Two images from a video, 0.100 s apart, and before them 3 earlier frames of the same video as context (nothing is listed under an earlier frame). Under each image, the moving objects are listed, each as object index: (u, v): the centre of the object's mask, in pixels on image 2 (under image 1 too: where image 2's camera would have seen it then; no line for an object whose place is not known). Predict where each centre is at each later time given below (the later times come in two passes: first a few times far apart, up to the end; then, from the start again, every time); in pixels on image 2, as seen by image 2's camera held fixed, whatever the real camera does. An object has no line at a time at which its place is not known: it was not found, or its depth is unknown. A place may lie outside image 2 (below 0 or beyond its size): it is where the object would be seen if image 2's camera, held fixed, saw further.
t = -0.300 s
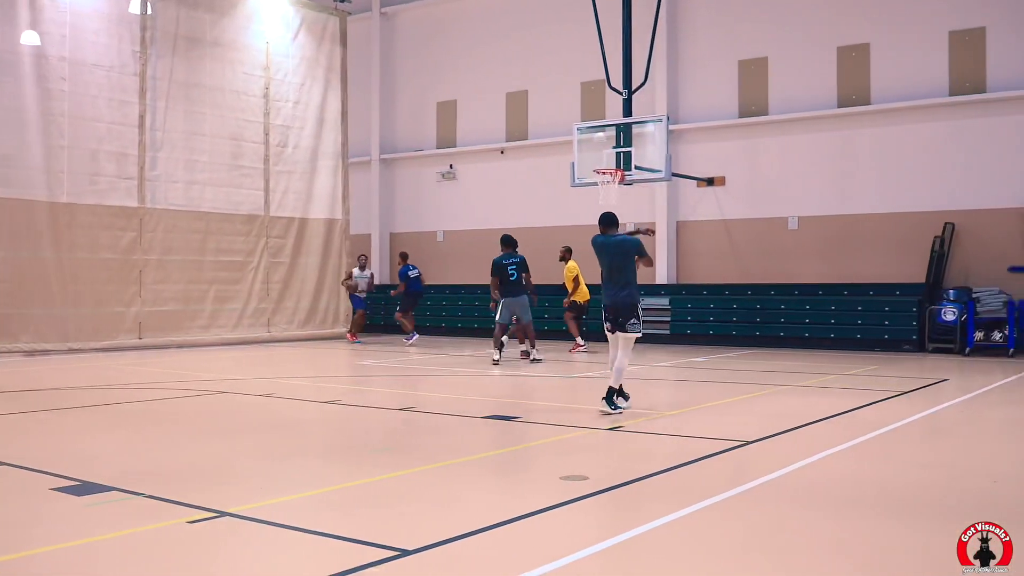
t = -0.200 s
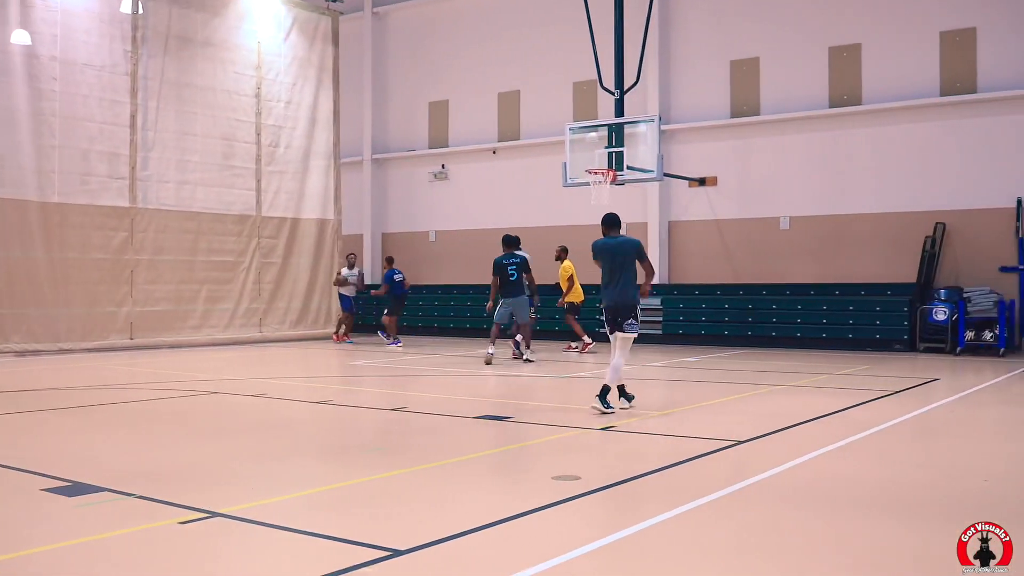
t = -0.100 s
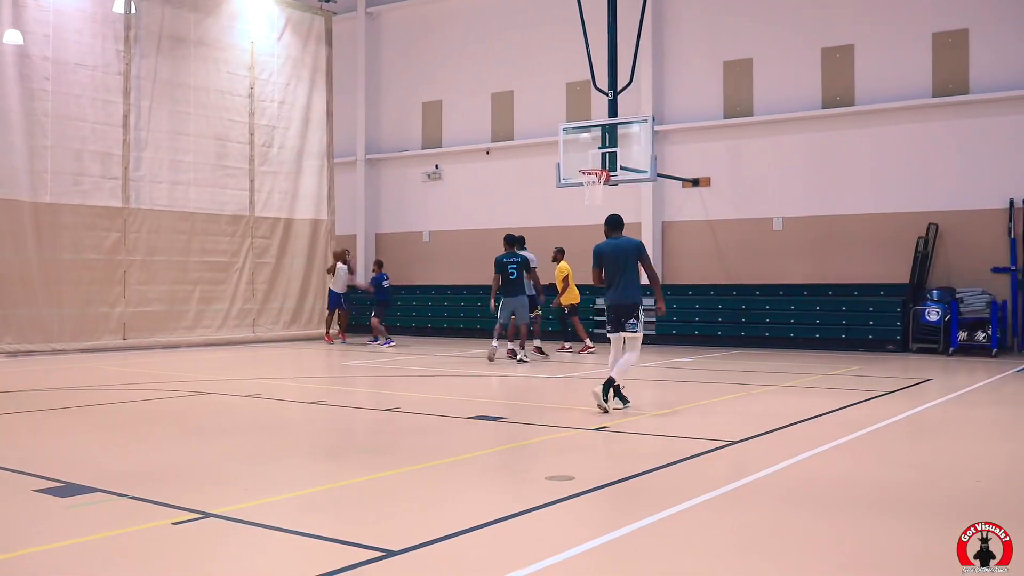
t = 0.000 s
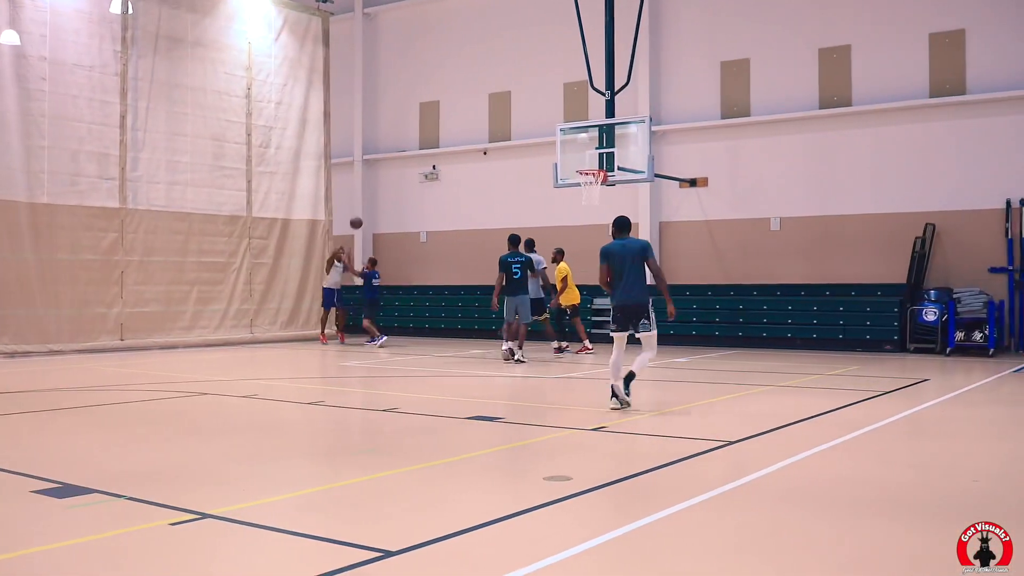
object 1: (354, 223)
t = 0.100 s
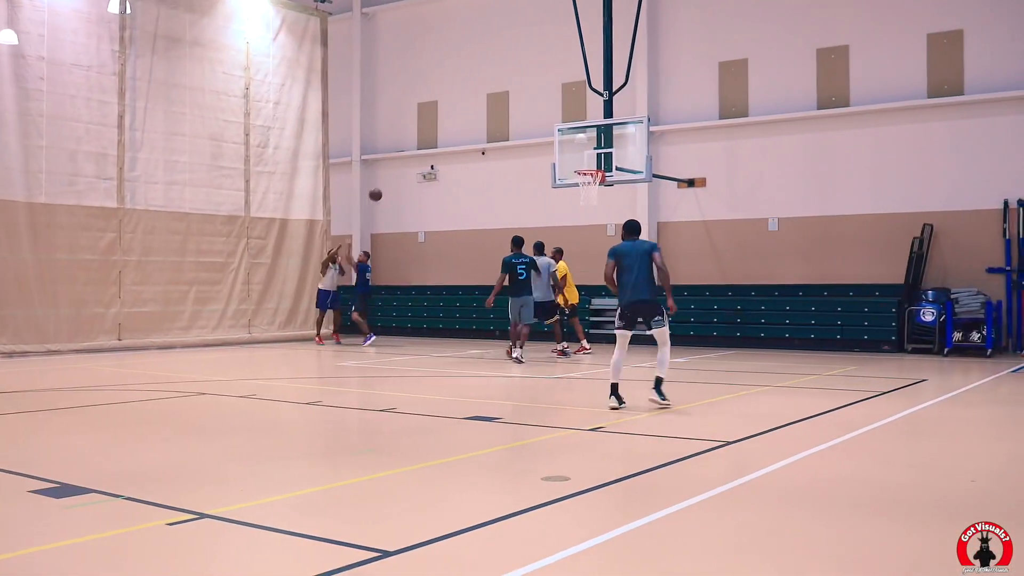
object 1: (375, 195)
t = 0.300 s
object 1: (423, 147)
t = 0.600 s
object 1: (510, 107)
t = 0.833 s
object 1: (596, 112)
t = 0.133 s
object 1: (383, 186)
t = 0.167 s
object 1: (391, 177)
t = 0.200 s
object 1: (398, 169)
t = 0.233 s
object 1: (406, 161)
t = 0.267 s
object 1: (415, 154)
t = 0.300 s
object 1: (423, 147)
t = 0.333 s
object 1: (432, 141)
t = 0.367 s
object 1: (441, 135)
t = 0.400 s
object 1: (450, 129)
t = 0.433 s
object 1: (459, 124)
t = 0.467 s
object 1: (469, 119)
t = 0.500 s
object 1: (479, 115)
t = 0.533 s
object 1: (489, 112)
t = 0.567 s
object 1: (500, 109)
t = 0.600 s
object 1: (510, 107)
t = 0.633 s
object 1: (522, 105)
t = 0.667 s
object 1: (533, 104)
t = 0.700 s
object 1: (545, 104)
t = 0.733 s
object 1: (557, 105)
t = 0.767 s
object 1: (569, 107)
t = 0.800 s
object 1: (582, 109)
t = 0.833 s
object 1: (596, 112)
